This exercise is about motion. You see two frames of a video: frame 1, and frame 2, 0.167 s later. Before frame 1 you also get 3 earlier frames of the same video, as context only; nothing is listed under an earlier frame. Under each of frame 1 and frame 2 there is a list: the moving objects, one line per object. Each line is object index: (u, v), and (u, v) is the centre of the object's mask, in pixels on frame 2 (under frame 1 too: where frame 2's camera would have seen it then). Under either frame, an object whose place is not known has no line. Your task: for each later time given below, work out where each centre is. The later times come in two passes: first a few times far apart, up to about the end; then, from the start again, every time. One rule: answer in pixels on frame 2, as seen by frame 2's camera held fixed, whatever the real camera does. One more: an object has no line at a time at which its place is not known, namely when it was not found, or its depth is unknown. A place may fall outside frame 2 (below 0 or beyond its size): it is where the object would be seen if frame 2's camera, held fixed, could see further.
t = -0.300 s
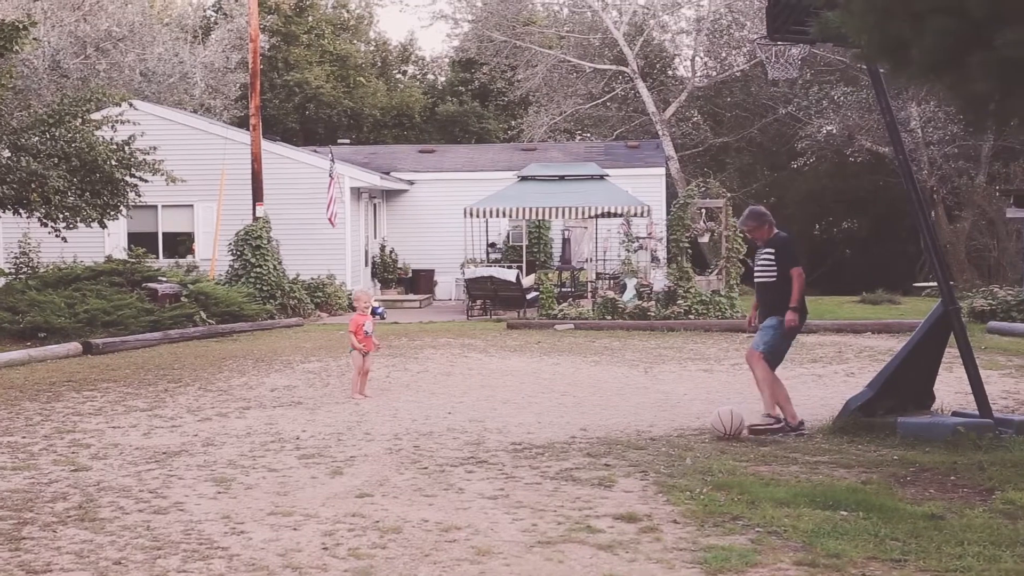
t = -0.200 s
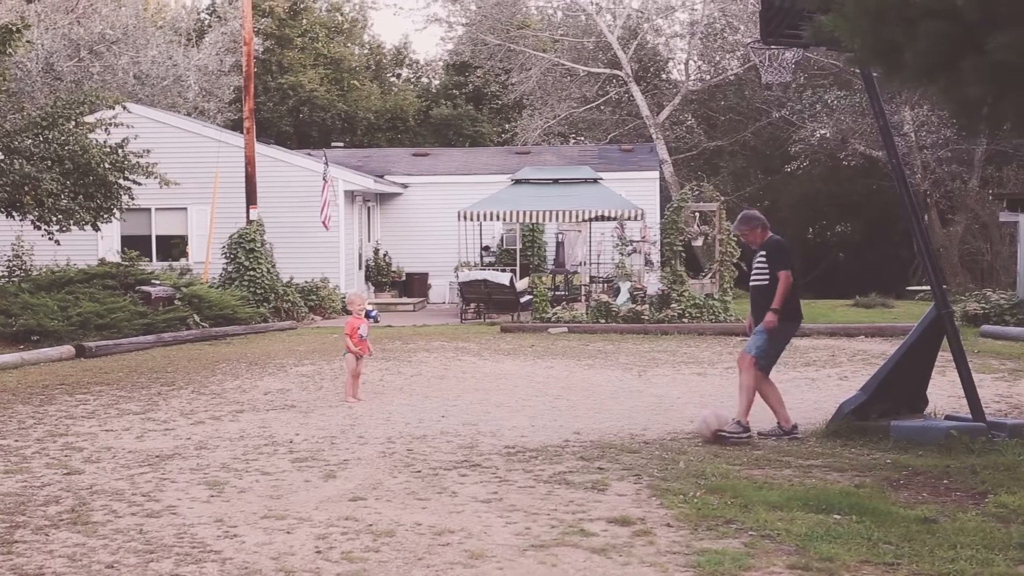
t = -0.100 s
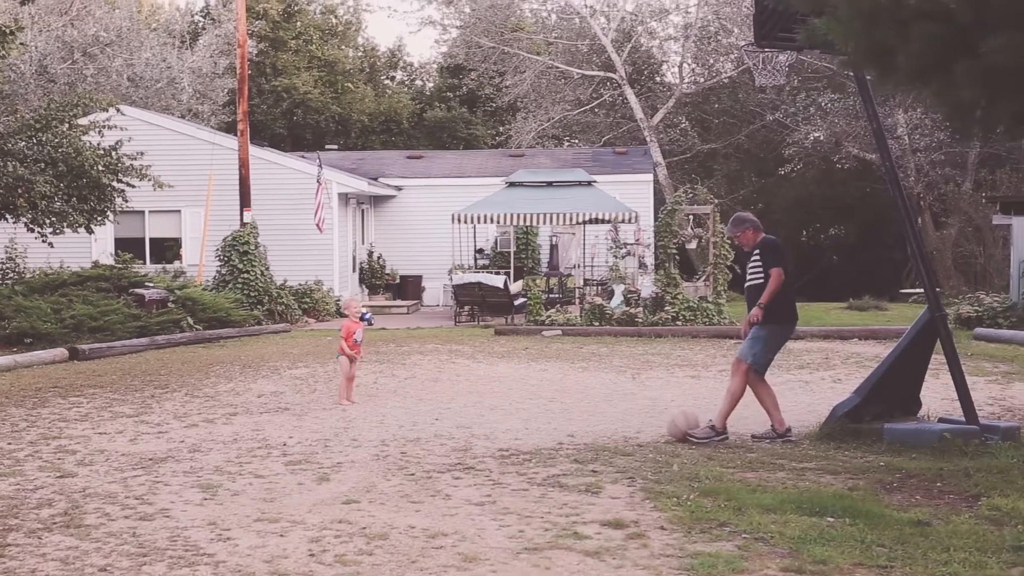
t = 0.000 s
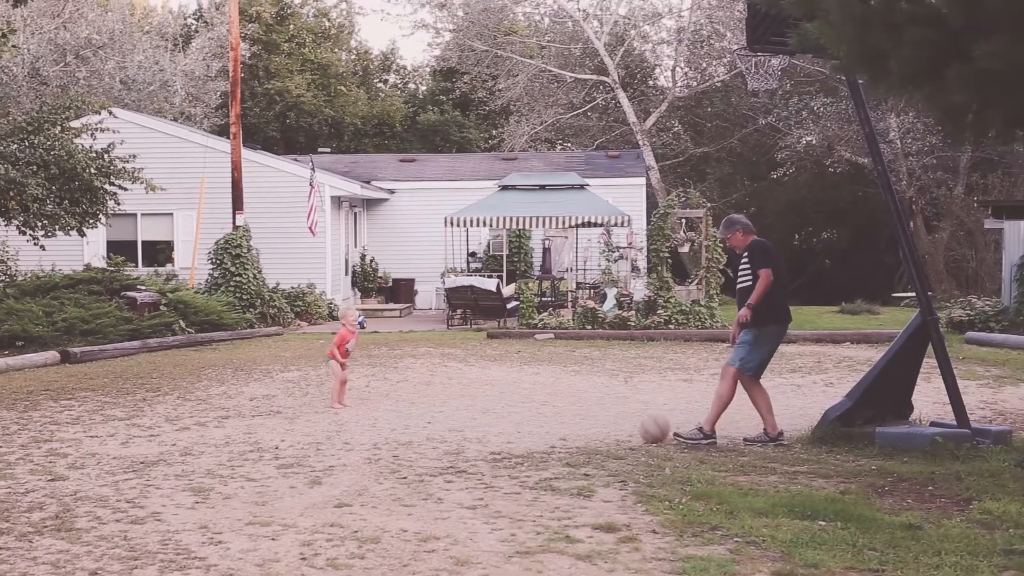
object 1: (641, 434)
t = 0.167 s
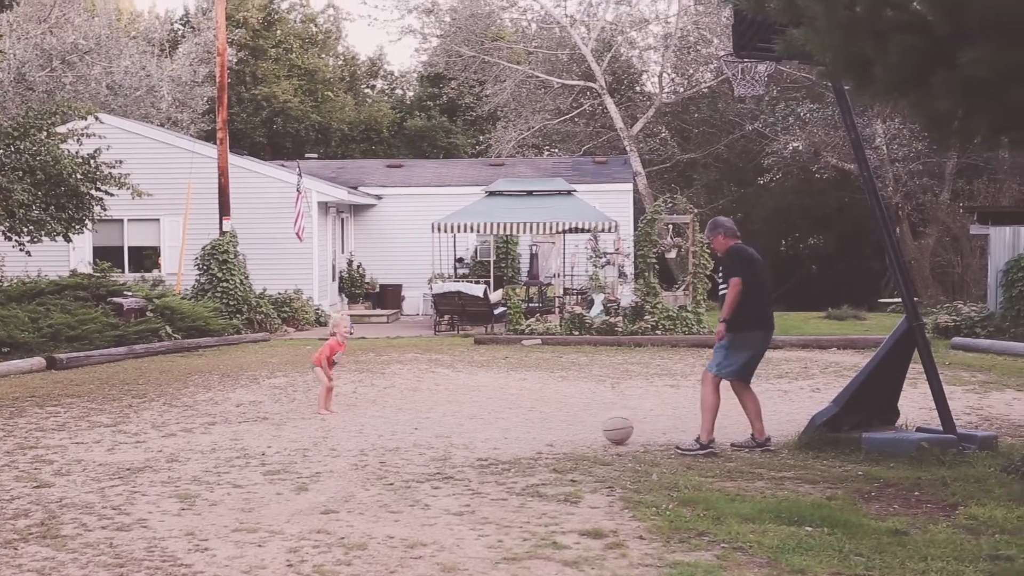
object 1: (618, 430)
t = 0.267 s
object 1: (608, 430)
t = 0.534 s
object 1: (581, 426)
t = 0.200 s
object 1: (614, 428)
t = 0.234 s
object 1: (611, 428)
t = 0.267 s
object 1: (608, 430)
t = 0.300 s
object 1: (604, 429)
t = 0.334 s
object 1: (600, 427)
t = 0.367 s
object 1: (597, 426)
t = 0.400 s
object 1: (593, 428)
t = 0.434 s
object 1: (591, 428)
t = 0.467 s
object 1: (587, 428)
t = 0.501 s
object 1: (584, 427)
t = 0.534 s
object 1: (581, 426)
